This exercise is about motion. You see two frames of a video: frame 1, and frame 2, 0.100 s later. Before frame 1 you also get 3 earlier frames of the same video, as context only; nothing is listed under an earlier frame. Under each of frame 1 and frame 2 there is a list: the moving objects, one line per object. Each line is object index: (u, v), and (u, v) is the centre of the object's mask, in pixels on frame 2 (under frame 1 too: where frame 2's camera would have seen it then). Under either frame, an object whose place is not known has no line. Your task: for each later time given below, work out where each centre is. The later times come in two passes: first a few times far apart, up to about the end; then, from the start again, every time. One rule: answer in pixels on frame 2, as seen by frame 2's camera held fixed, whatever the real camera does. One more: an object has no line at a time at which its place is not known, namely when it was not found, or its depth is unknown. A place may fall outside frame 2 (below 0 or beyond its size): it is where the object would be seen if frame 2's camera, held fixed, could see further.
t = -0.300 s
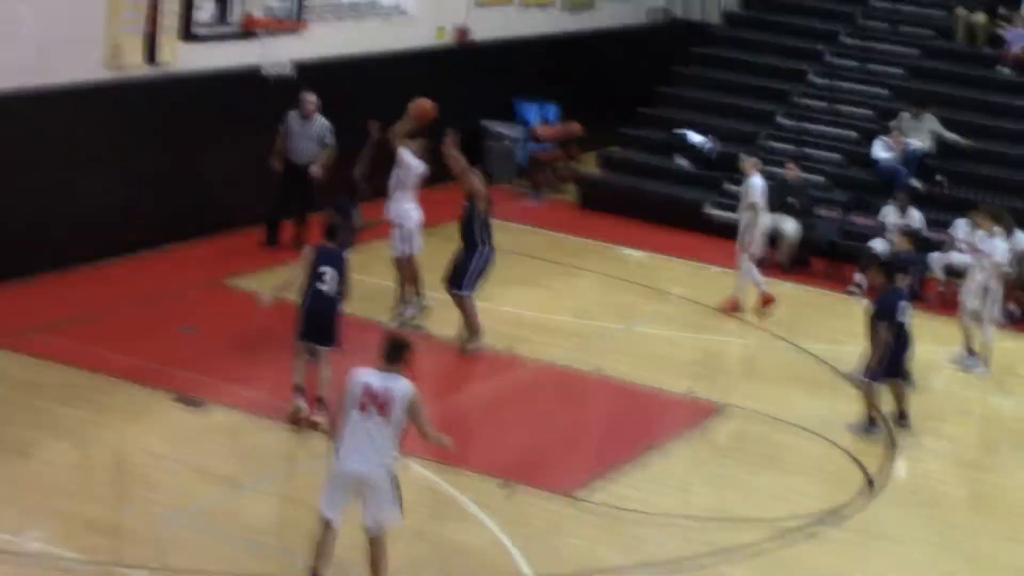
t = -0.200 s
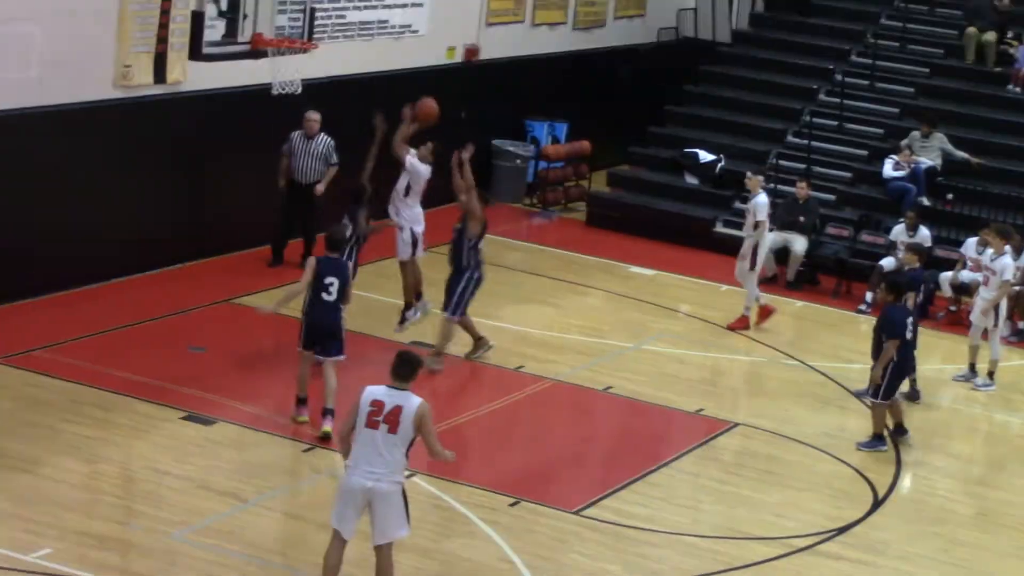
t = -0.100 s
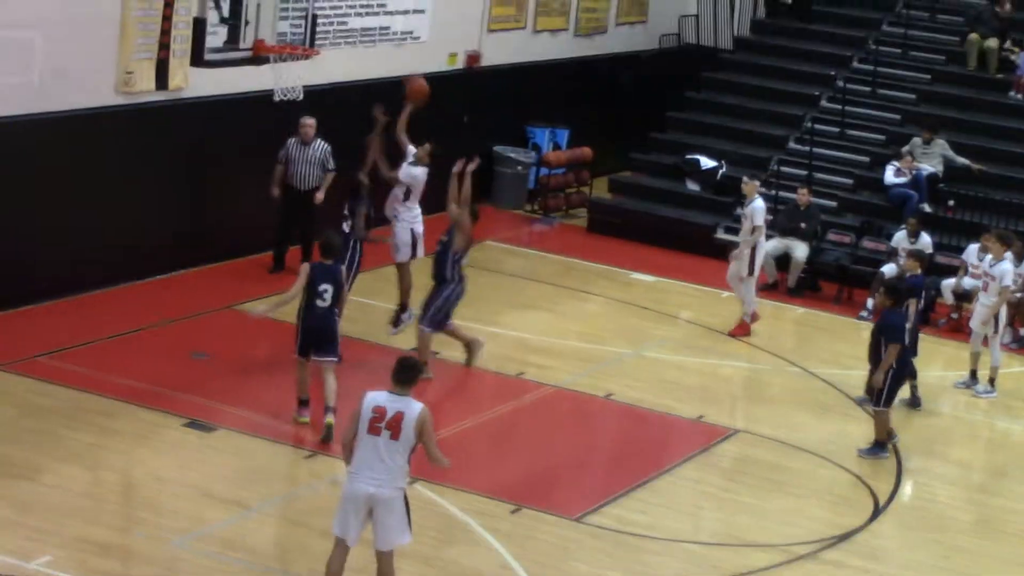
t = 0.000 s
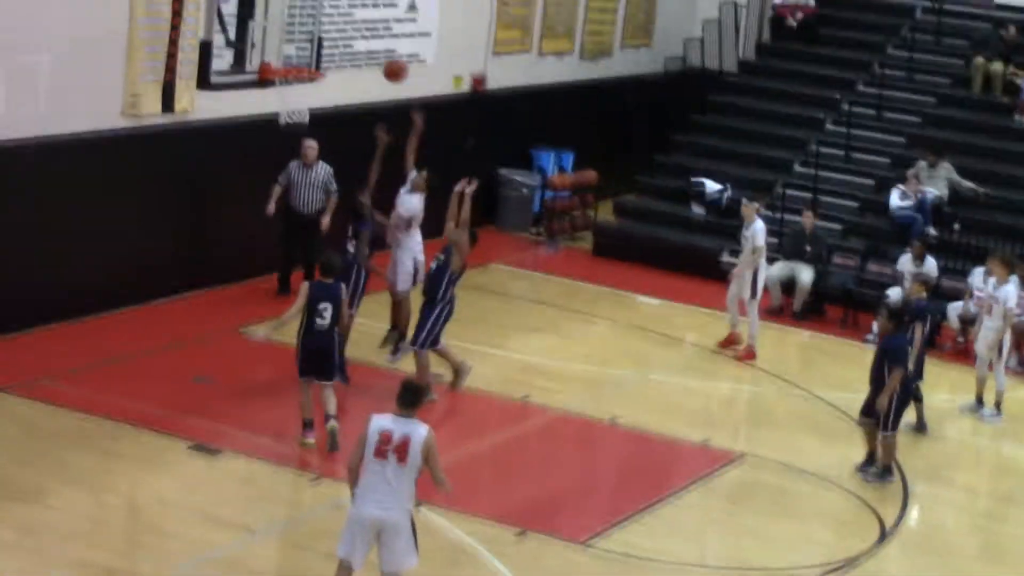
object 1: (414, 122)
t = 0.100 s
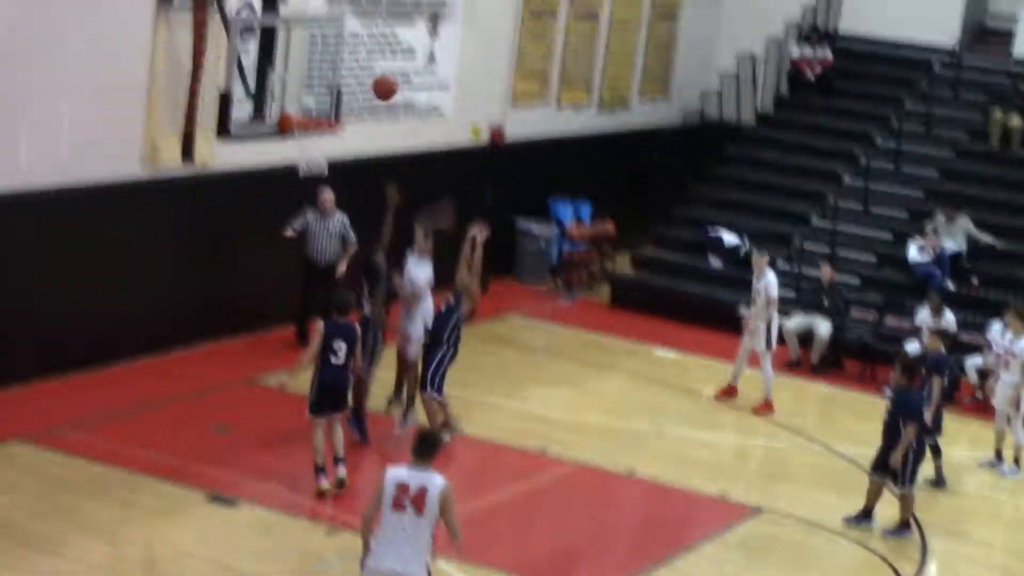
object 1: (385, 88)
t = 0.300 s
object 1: (324, 56)
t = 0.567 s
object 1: (345, 92)
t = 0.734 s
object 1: (358, 154)
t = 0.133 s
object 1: (374, 81)
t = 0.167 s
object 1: (365, 74)
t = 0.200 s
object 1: (355, 68)
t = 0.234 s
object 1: (344, 63)
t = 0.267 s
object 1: (334, 58)
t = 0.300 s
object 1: (324, 56)
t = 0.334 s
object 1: (323, 56)
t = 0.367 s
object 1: (326, 57)
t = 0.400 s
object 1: (330, 60)
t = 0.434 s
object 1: (333, 63)
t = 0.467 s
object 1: (336, 69)
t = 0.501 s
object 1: (340, 76)
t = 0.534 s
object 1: (343, 83)
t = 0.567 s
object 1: (345, 92)
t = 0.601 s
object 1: (348, 102)
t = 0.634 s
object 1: (351, 113)
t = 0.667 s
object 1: (354, 125)
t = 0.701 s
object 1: (355, 139)
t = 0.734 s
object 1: (358, 154)
